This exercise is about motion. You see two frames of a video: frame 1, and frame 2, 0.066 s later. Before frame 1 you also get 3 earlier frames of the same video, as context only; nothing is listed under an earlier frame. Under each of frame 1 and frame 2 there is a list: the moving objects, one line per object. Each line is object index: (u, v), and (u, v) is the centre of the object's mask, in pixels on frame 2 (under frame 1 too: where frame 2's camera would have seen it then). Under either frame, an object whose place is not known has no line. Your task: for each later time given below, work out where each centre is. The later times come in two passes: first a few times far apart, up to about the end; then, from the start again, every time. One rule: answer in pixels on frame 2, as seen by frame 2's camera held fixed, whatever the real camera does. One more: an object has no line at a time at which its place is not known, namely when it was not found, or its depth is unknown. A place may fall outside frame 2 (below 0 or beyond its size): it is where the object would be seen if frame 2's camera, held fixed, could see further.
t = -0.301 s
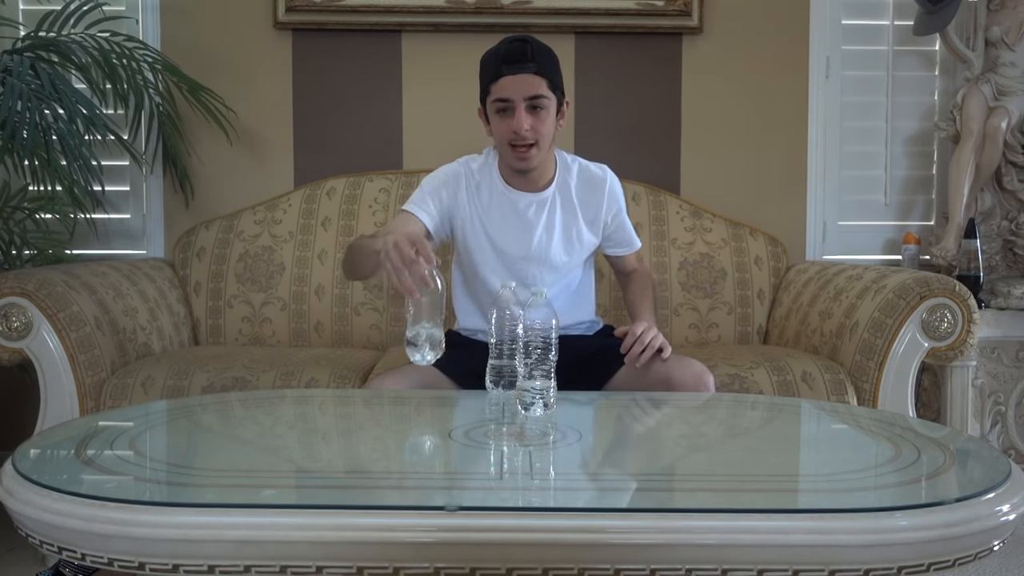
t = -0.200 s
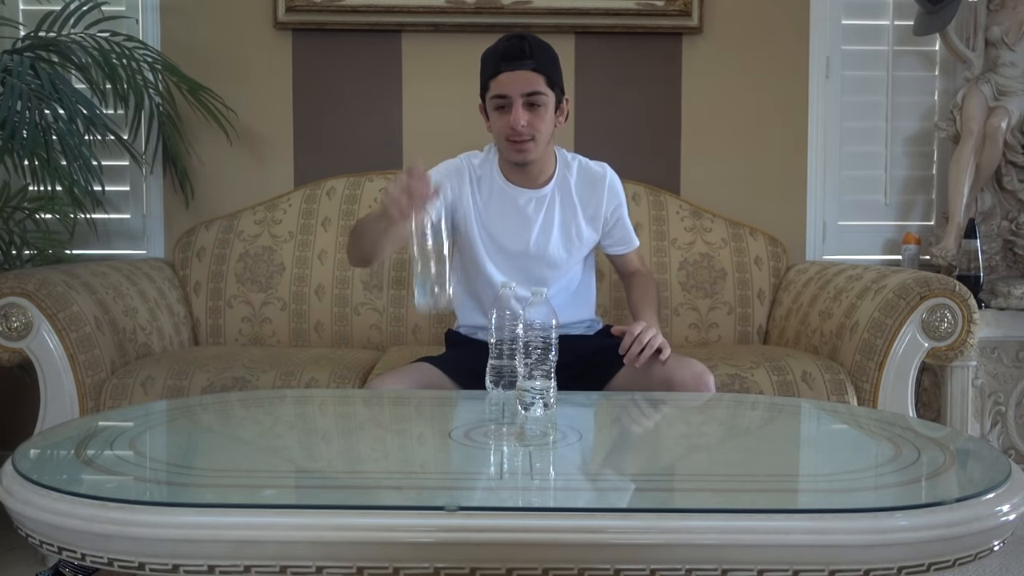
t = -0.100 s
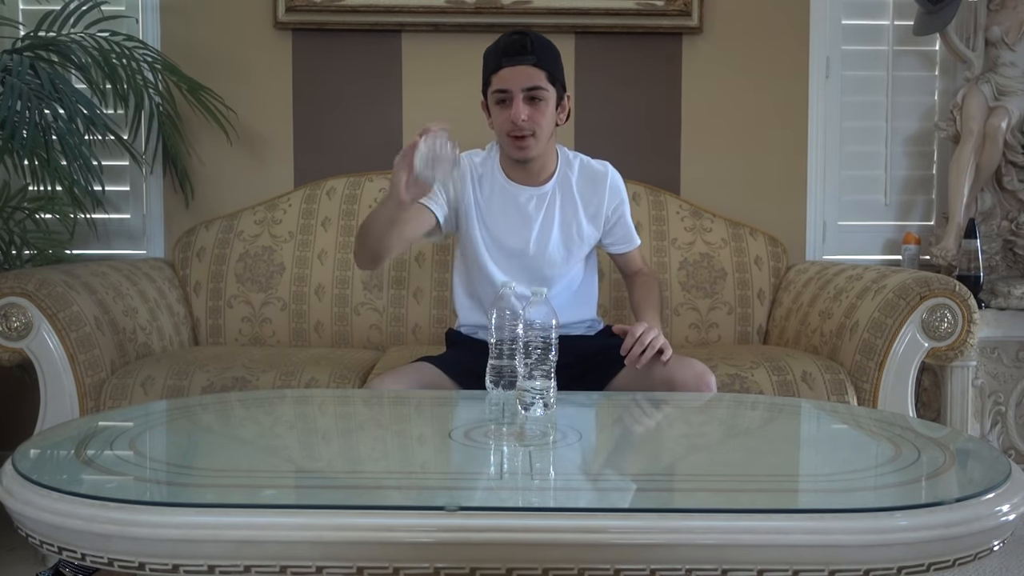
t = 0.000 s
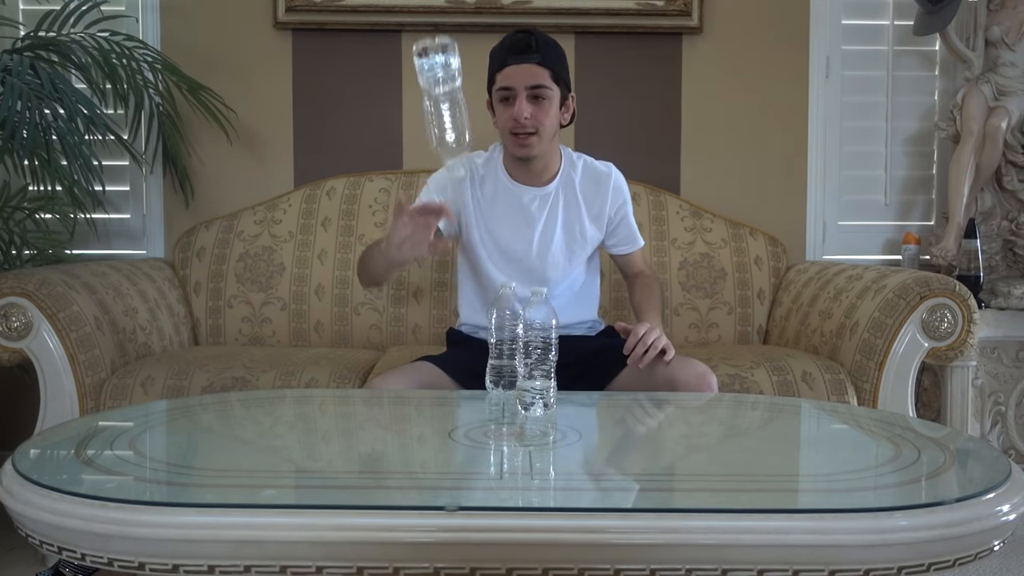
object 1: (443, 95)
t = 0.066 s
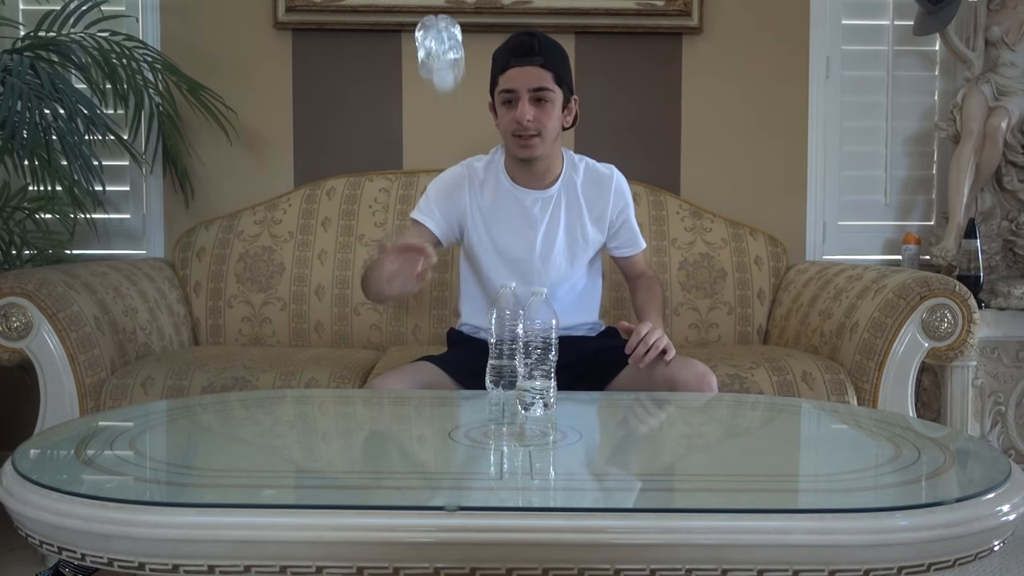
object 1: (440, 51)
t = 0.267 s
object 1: (438, 125)
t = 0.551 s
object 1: (444, 362)
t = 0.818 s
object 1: (446, 361)
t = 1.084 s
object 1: (446, 361)
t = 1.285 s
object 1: (446, 361)
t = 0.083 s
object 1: (439, 42)
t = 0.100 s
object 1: (437, 35)
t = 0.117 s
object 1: (437, 34)
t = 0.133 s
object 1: (437, 36)
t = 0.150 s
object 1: (437, 40)
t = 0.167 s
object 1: (438, 45)
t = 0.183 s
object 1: (438, 52)
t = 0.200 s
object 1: (438, 61)
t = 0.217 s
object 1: (438, 72)
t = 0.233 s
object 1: (437, 87)
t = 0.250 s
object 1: (437, 104)
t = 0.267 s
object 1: (438, 125)
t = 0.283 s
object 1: (437, 144)
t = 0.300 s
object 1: (437, 169)
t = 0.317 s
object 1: (437, 195)
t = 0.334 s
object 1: (437, 222)
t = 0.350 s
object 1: (437, 251)
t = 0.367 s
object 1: (438, 286)
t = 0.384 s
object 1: (439, 320)
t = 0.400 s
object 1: (439, 352)
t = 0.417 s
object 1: (438, 363)
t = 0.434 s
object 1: (437, 363)
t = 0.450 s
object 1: (437, 362)
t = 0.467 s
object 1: (438, 362)
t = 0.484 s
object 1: (440, 362)
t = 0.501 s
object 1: (441, 362)
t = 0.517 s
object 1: (442, 362)
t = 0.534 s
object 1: (443, 362)
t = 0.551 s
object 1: (444, 362)
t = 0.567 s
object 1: (445, 361)
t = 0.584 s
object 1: (446, 361)
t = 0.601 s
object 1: (446, 361)
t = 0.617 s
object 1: (446, 361)
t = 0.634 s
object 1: (446, 361)
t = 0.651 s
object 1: (446, 361)
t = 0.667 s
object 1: (446, 361)
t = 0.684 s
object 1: (446, 361)
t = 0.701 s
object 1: (446, 361)
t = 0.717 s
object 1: (446, 361)
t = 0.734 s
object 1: (446, 361)
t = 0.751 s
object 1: (446, 361)
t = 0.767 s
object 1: (446, 361)
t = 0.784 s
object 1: (446, 361)
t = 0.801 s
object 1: (446, 361)
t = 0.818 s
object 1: (446, 361)
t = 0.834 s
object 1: (446, 361)
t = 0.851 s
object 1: (446, 361)
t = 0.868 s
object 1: (446, 361)
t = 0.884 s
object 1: (446, 361)
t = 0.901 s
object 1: (446, 361)
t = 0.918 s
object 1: (446, 361)
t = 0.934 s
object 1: (446, 361)
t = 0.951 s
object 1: (446, 361)
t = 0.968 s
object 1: (446, 361)
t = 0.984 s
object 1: (446, 361)
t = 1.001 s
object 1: (446, 361)
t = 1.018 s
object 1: (446, 361)
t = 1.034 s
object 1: (446, 361)
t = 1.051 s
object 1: (446, 361)
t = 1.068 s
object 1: (446, 361)
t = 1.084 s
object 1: (446, 361)
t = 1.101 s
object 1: (446, 361)
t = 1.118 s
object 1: (446, 361)
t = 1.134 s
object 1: (446, 361)
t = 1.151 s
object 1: (446, 361)
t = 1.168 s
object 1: (446, 361)
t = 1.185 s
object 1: (446, 361)
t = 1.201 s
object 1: (446, 361)
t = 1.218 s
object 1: (446, 361)
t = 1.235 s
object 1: (446, 361)
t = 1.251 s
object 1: (446, 361)
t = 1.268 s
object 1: (446, 361)
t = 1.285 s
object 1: (446, 361)
